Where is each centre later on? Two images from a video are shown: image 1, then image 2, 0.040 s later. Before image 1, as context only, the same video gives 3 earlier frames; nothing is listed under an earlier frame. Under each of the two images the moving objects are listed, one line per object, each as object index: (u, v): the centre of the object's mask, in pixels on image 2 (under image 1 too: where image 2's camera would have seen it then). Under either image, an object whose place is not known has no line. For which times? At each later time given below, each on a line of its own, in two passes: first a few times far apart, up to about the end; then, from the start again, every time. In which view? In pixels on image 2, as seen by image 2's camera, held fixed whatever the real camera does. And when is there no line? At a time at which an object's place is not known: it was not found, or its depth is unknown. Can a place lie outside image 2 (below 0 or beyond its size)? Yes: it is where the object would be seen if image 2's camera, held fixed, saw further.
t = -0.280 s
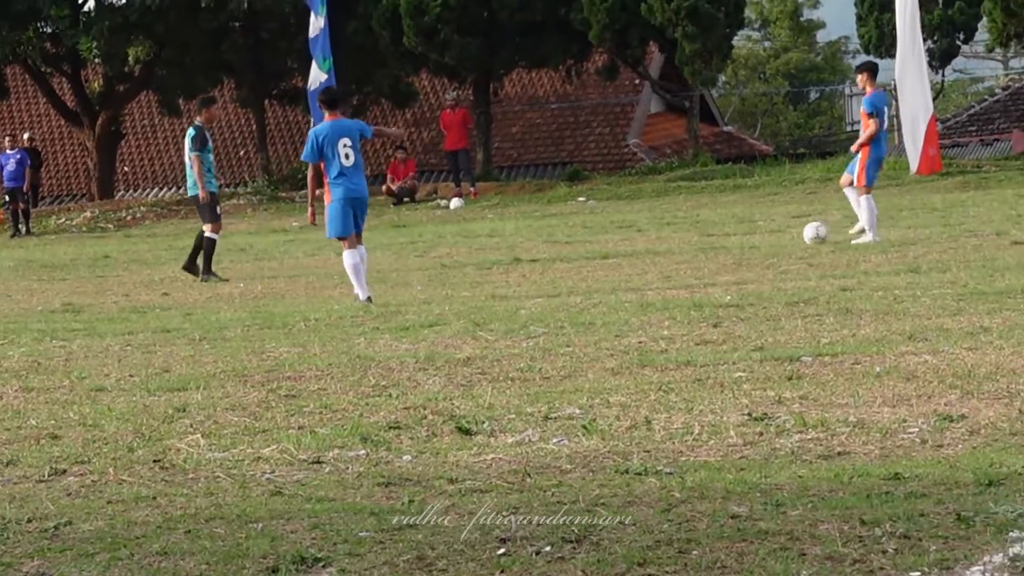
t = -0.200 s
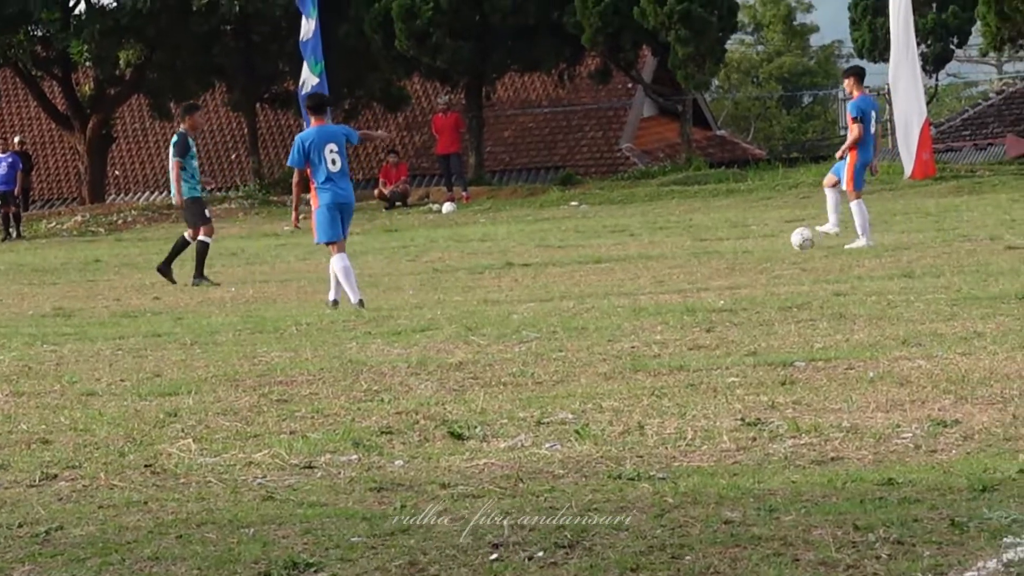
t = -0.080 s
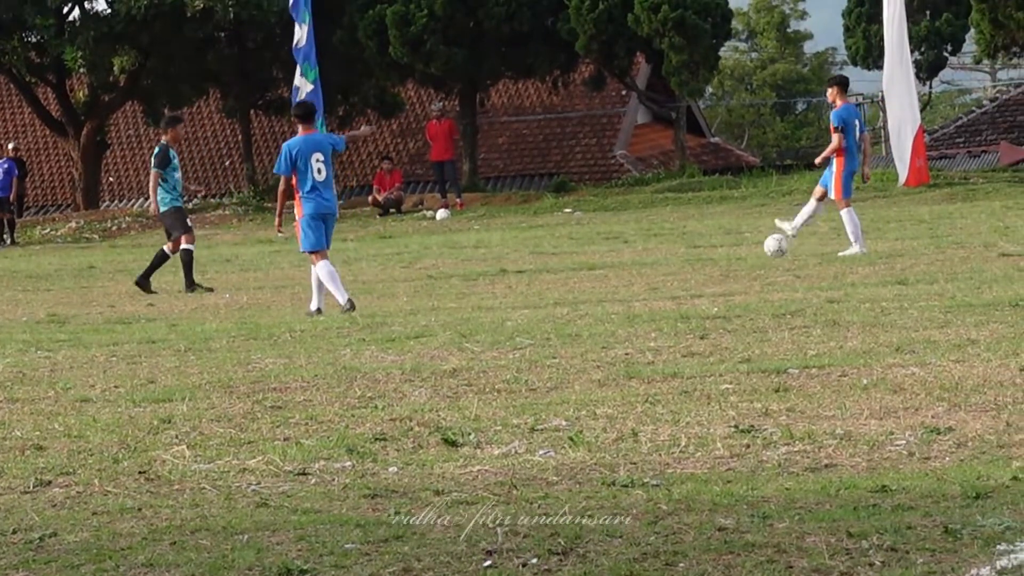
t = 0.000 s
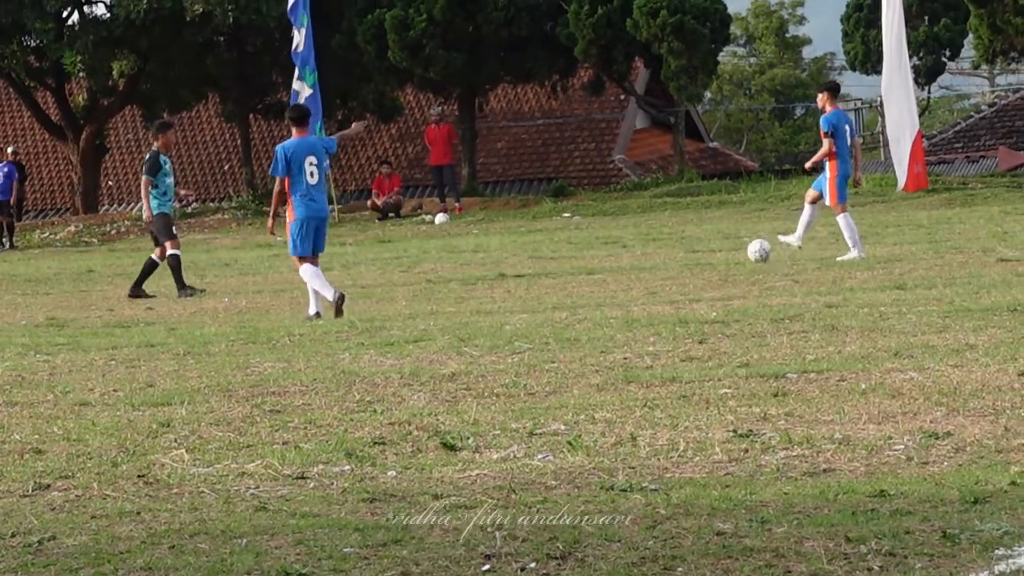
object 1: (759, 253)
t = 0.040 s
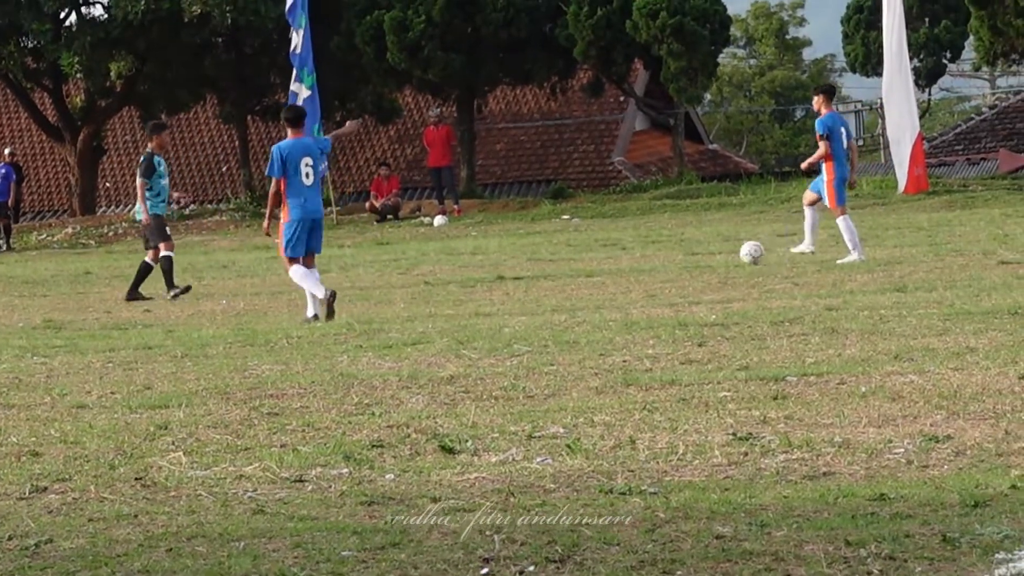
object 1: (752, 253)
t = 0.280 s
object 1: (708, 253)
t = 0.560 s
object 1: (663, 257)
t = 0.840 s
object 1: (620, 258)
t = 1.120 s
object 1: (583, 258)
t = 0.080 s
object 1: (744, 253)
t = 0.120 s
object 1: (737, 253)
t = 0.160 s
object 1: (730, 254)
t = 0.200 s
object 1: (722, 254)
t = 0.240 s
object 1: (716, 254)
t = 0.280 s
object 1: (708, 253)
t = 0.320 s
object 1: (701, 254)
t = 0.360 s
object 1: (695, 255)
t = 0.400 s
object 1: (689, 255)
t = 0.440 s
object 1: (682, 255)
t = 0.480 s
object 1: (676, 256)
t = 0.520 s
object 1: (669, 256)
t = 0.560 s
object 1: (663, 257)
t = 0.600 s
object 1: (657, 257)
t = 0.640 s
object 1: (650, 257)
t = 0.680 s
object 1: (644, 257)
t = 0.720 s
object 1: (638, 258)
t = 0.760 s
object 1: (632, 257)
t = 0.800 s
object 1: (627, 257)
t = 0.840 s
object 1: (620, 258)
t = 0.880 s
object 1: (615, 258)
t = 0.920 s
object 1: (609, 258)
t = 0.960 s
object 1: (604, 258)
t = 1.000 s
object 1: (598, 258)
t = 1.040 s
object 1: (592, 258)
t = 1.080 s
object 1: (587, 258)
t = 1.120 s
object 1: (583, 258)
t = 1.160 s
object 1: (577, 258)
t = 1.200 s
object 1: (573, 259)
